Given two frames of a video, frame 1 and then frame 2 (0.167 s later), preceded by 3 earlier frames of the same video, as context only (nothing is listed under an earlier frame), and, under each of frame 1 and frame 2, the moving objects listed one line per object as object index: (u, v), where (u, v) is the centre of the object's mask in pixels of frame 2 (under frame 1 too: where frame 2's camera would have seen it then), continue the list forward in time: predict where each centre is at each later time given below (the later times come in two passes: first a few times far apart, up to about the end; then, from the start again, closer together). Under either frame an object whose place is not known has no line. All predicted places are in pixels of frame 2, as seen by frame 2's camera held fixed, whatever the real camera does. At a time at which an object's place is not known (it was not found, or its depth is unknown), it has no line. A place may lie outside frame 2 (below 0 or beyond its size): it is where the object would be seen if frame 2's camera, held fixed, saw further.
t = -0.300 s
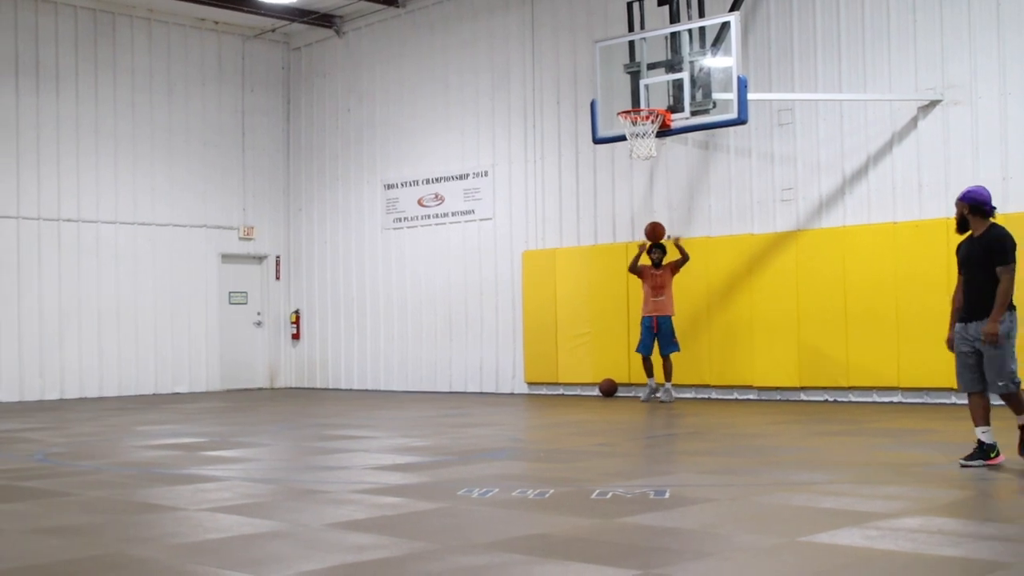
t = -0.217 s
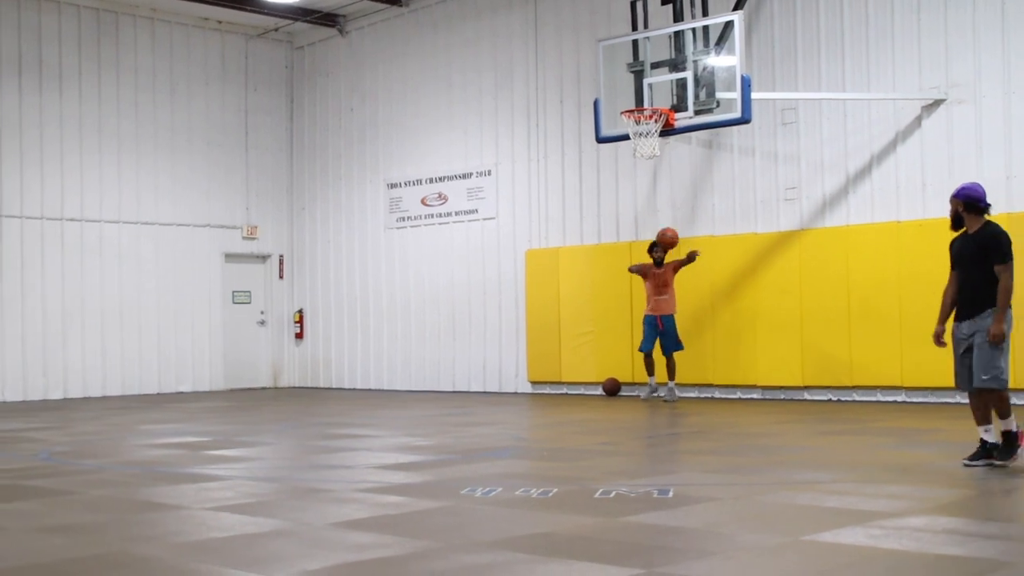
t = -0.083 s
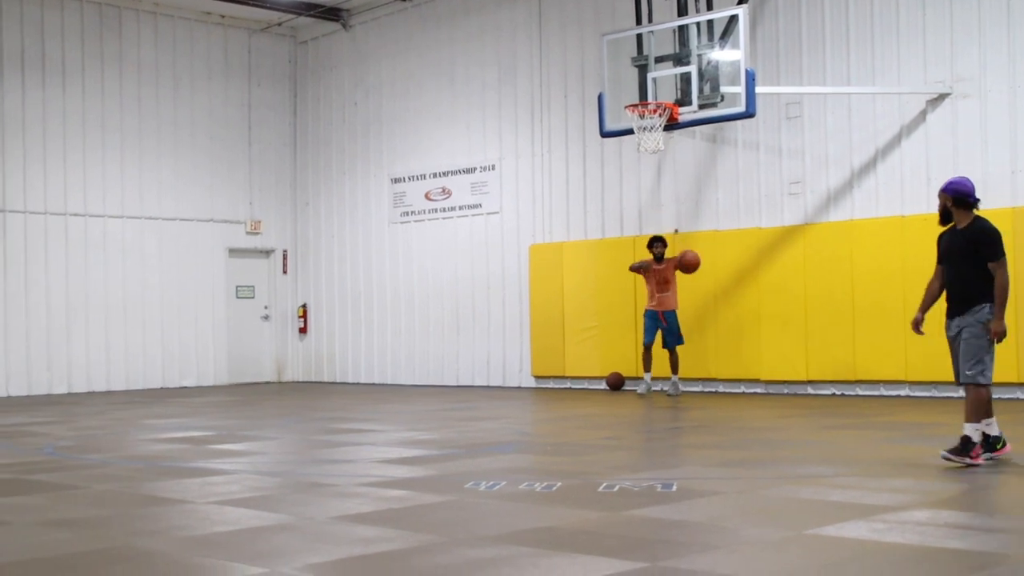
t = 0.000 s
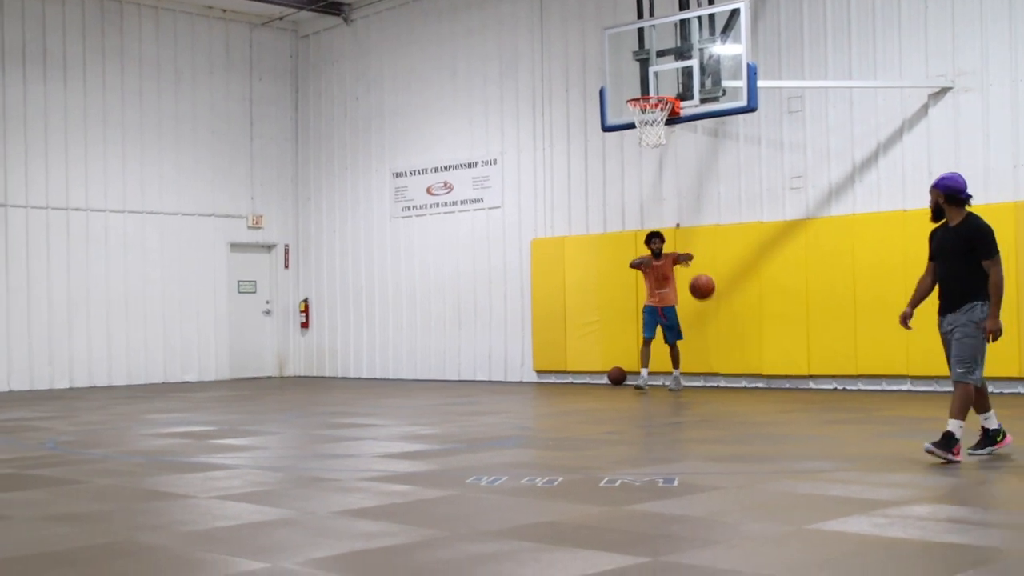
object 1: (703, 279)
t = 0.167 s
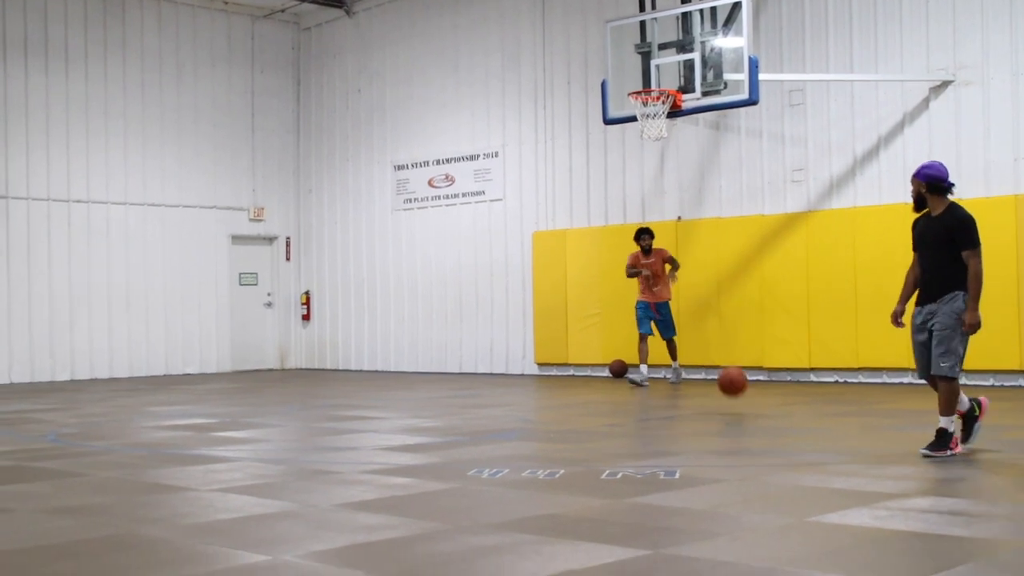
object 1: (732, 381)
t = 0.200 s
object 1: (738, 400)
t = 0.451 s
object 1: (745, 269)
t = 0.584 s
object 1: (751, 225)
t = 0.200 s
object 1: (738, 400)
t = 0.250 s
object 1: (739, 369)
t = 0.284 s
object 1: (738, 350)
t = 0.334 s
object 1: (740, 323)
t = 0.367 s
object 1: (742, 306)
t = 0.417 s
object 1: (743, 283)
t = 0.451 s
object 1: (745, 269)
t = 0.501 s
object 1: (747, 250)
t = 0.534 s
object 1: (749, 239)
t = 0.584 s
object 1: (751, 225)
